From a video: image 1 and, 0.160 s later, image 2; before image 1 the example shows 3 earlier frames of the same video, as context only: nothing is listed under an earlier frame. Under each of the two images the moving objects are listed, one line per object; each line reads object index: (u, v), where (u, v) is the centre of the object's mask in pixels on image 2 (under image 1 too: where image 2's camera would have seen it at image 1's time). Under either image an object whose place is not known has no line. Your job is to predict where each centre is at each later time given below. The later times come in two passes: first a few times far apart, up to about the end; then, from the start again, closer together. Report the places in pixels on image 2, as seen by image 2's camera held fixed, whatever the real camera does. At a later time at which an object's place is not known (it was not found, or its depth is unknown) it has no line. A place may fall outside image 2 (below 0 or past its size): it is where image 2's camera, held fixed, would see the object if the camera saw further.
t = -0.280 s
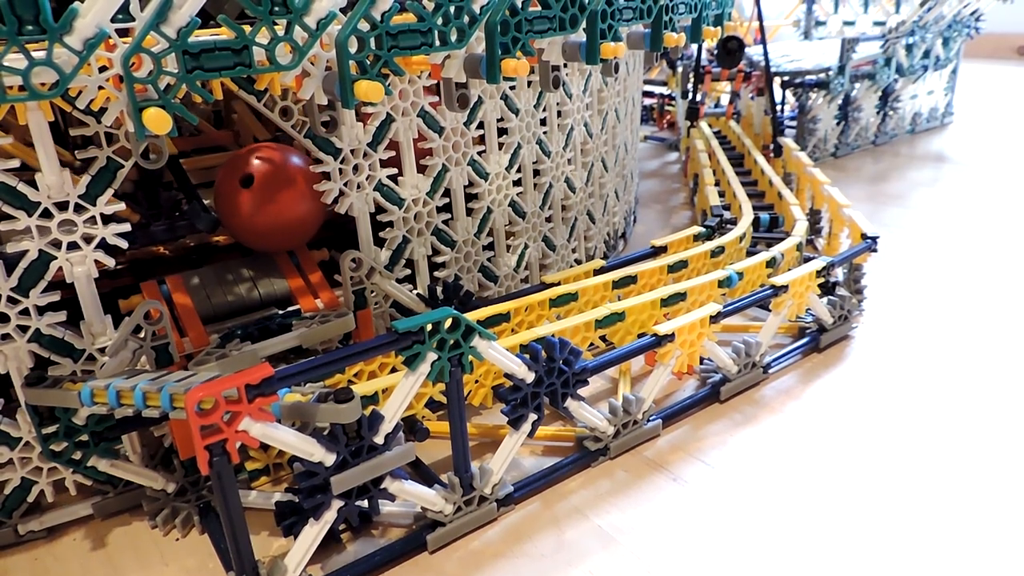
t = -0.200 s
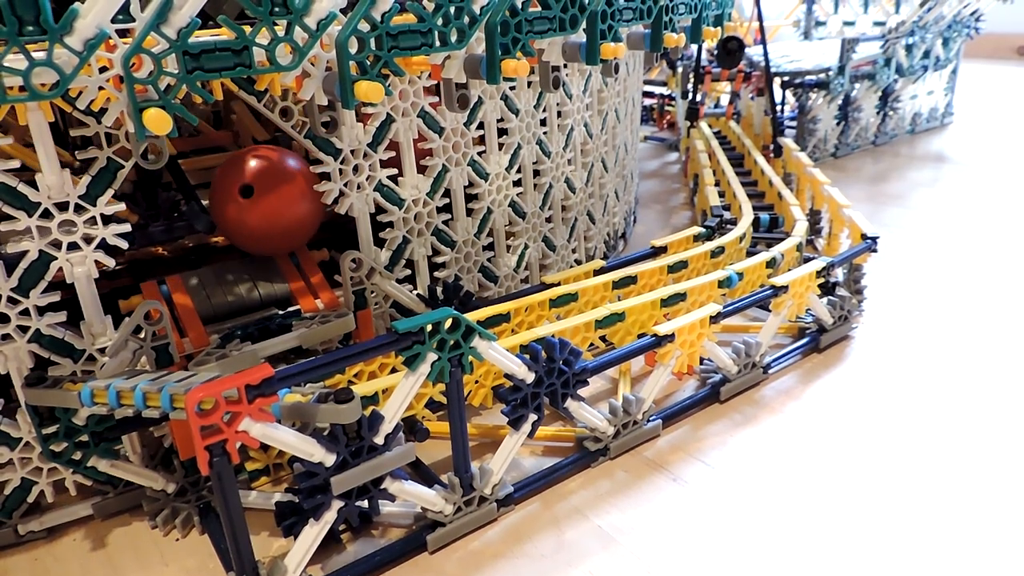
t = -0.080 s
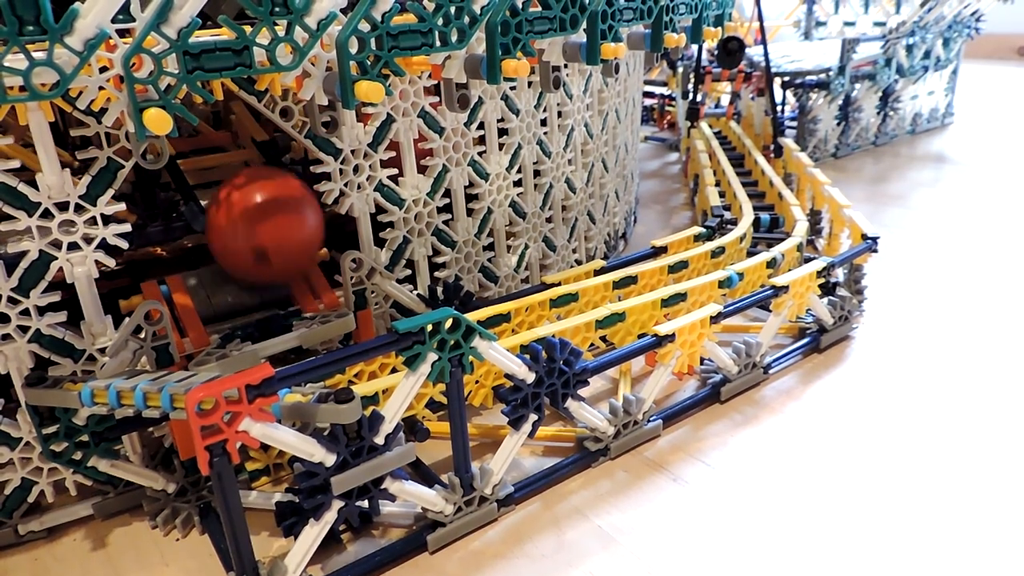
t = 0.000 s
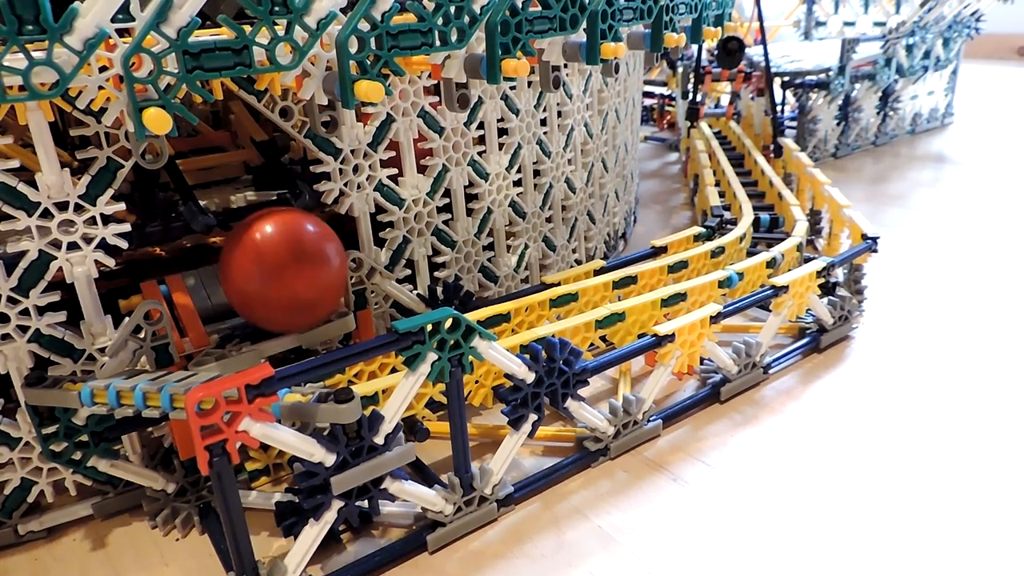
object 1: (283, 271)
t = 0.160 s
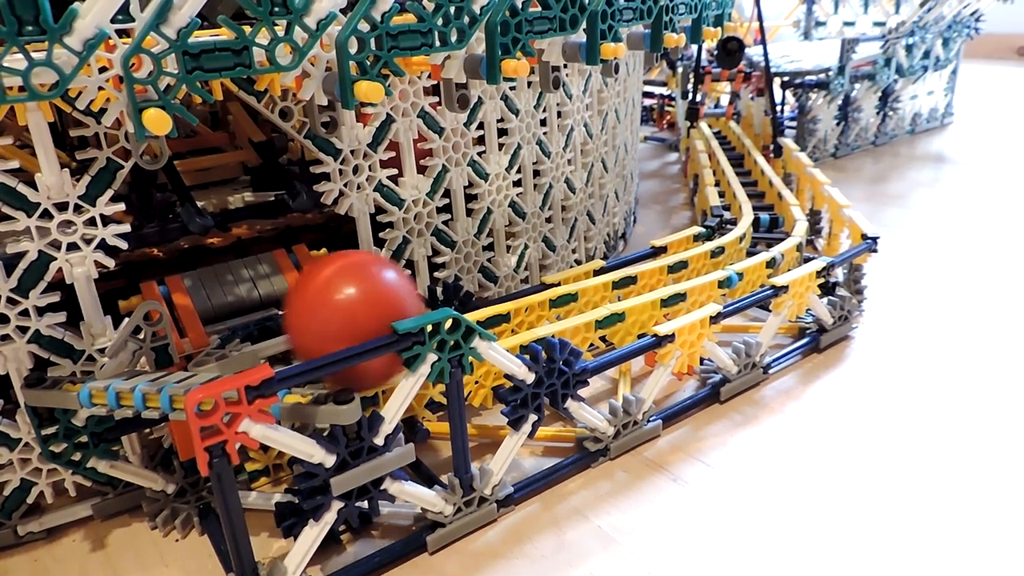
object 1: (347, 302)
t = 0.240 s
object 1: (380, 291)
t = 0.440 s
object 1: (461, 278)
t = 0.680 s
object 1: (564, 261)
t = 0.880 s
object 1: (655, 237)
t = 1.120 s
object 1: (753, 208)
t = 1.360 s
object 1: (776, 178)
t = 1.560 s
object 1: (755, 151)
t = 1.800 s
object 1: (736, 125)
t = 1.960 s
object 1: (726, 112)
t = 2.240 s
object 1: (708, 103)
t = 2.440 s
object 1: (704, 100)
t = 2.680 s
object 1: (660, 80)
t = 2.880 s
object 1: (646, 82)
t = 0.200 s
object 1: (365, 297)
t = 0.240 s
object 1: (380, 291)
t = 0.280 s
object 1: (392, 289)
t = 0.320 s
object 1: (409, 285)
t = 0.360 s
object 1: (425, 281)
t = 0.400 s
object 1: (443, 279)
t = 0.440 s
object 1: (461, 278)
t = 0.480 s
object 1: (478, 277)
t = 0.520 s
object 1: (494, 277)
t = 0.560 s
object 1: (510, 274)
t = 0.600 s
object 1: (528, 271)
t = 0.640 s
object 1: (546, 265)
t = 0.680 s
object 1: (564, 261)
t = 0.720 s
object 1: (581, 255)
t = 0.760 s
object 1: (599, 252)
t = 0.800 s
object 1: (618, 247)
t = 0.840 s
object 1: (636, 242)
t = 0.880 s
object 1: (655, 237)
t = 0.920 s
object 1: (673, 233)
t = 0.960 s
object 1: (692, 228)
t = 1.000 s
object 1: (709, 223)
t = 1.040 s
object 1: (724, 218)
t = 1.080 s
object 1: (739, 213)
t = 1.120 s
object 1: (753, 208)
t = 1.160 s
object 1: (762, 204)
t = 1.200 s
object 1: (772, 199)
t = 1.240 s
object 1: (775, 194)
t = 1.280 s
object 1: (778, 190)
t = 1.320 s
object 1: (779, 182)
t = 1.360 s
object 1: (776, 178)
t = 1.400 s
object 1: (773, 171)
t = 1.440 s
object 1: (767, 167)
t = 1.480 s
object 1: (763, 161)
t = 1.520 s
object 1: (759, 156)
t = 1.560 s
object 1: (755, 151)
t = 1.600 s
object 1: (752, 146)
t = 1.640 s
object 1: (749, 142)
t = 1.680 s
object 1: (745, 138)
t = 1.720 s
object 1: (743, 133)
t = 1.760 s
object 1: (739, 130)
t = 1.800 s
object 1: (736, 125)
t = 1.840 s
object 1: (734, 121)
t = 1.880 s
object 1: (731, 118)
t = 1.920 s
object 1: (729, 115)
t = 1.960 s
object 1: (726, 112)
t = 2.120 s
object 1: (720, 105)
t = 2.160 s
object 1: (717, 107)
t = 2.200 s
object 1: (711, 105)
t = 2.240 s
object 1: (708, 103)
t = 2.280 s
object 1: (708, 102)
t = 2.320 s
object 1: (708, 103)
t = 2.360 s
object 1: (708, 102)
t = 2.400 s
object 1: (707, 101)
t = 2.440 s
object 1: (704, 100)
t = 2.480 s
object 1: (702, 97)
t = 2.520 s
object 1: (673, 82)
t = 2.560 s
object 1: (670, 83)
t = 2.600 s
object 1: (668, 80)
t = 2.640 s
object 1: (664, 80)
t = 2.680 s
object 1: (660, 80)
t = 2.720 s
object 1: (658, 79)
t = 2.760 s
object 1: (652, 81)
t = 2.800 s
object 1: (650, 82)
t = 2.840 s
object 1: (648, 82)
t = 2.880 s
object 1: (646, 82)
